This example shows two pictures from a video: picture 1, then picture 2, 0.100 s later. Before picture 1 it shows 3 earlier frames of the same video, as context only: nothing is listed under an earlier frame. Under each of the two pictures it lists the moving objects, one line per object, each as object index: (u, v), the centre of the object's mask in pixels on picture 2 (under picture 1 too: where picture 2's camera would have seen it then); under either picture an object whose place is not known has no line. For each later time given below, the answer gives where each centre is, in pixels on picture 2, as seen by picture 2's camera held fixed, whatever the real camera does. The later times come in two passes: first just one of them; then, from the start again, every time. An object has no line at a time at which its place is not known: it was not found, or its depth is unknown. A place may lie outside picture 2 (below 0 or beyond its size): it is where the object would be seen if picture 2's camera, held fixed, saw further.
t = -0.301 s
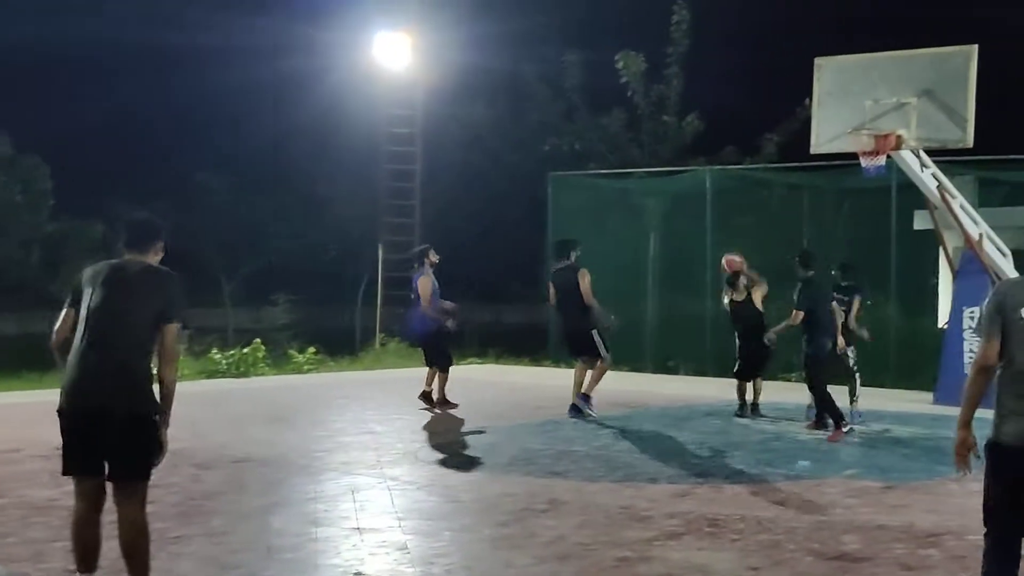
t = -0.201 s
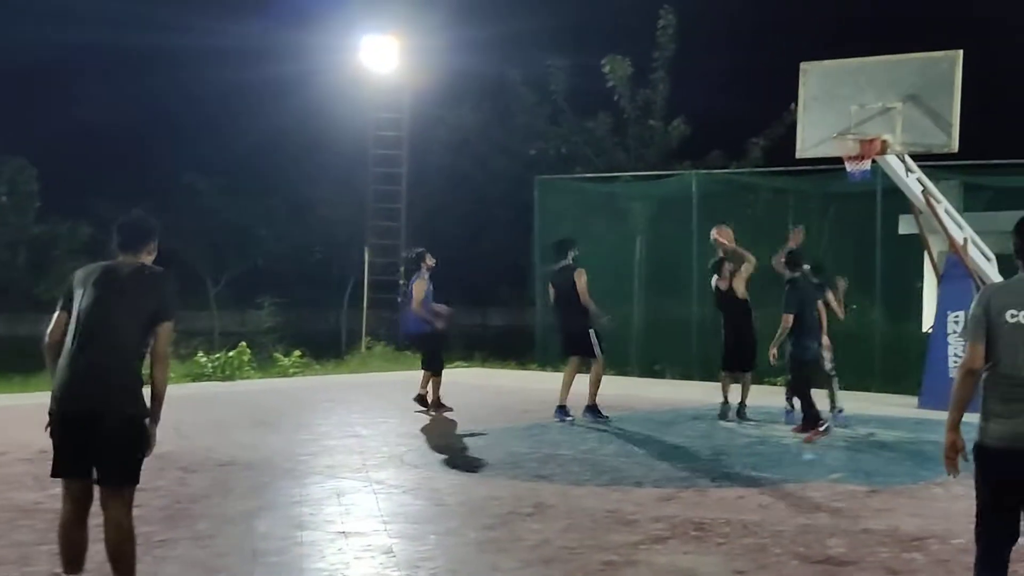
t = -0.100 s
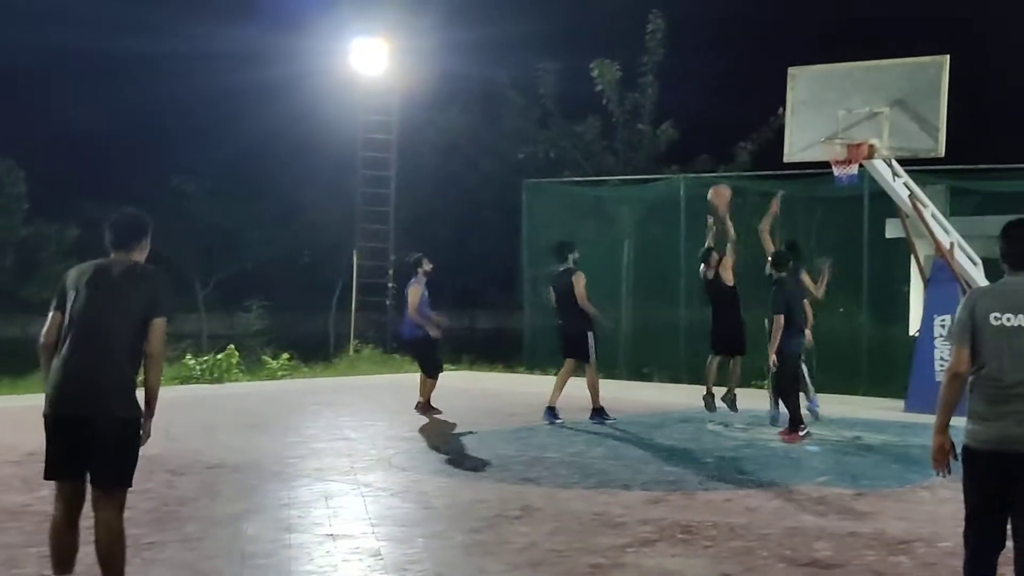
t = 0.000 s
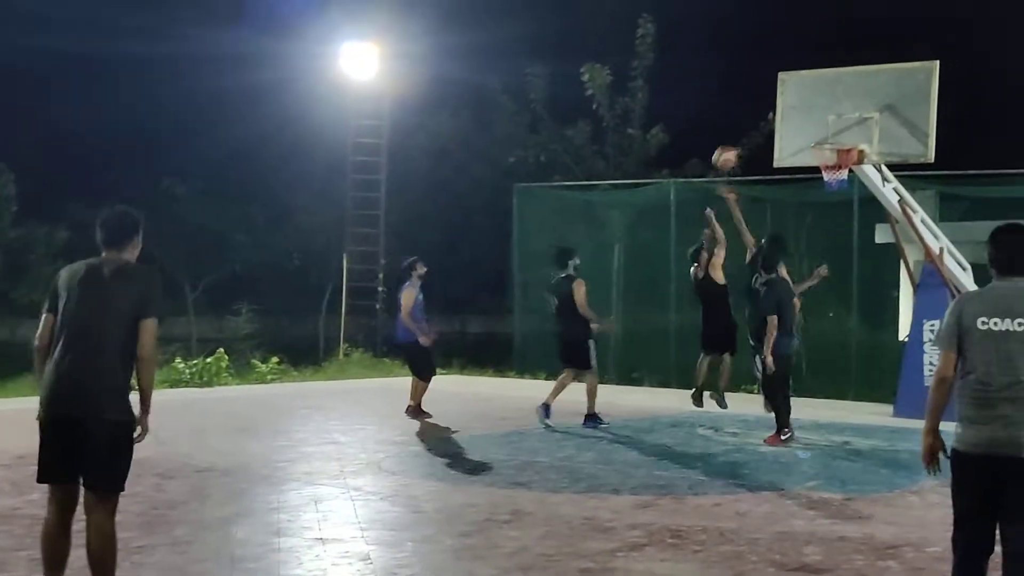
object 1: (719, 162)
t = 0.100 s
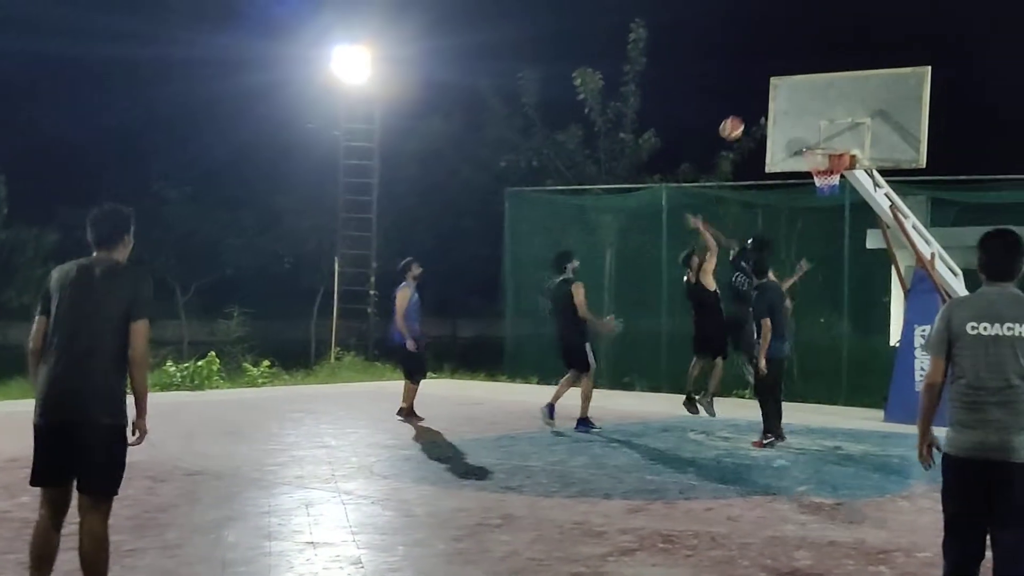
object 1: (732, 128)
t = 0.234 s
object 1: (749, 98)
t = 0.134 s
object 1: (736, 120)
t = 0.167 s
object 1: (740, 112)
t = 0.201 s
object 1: (745, 104)
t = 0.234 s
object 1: (749, 98)
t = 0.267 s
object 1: (754, 93)
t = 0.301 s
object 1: (757, 89)
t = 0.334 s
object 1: (761, 85)
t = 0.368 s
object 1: (766, 83)
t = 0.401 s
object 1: (770, 82)
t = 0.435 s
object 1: (775, 81)
